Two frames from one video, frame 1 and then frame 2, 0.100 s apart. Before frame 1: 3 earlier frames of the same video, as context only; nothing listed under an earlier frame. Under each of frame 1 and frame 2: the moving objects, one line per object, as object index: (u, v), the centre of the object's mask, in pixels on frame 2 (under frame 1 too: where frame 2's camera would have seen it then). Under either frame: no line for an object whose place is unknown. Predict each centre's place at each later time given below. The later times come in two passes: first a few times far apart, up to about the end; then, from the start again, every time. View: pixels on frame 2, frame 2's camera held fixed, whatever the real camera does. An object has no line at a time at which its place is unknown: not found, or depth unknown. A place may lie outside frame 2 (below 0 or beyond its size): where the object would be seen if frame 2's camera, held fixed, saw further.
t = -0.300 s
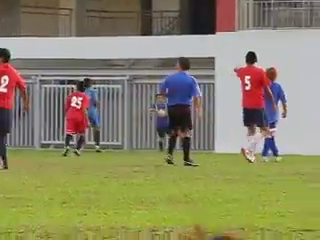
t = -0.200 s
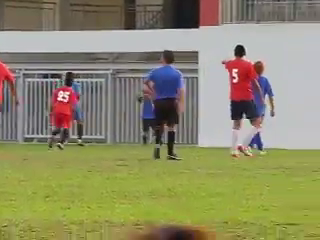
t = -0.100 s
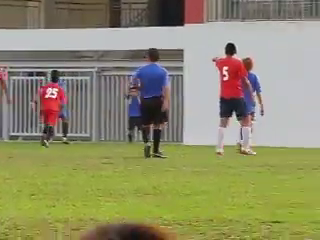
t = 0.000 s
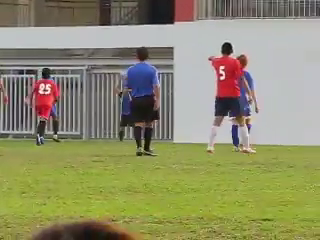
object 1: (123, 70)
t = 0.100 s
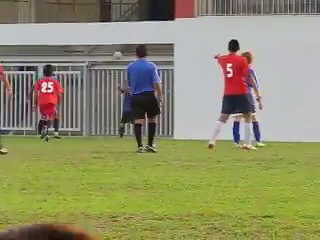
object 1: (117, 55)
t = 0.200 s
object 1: (112, 44)
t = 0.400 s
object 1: (99, 31)
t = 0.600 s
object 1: (89, 35)
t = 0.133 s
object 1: (115, 49)
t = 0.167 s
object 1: (113, 45)
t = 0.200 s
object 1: (112, 44)
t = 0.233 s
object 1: (109, 42)
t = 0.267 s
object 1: (106, 39)
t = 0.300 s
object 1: (104, 36)
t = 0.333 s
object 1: (103, 35)
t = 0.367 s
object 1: (101, 32)
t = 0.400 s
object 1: (99, 31)
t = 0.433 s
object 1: (97, 30)
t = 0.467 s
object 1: (95, 30)
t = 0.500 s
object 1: (94, 30)
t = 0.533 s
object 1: (92, 32)
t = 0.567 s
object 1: (90, 33)
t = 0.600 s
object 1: (89, 35)
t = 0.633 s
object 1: (88, 37)
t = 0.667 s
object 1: (85, 40)
